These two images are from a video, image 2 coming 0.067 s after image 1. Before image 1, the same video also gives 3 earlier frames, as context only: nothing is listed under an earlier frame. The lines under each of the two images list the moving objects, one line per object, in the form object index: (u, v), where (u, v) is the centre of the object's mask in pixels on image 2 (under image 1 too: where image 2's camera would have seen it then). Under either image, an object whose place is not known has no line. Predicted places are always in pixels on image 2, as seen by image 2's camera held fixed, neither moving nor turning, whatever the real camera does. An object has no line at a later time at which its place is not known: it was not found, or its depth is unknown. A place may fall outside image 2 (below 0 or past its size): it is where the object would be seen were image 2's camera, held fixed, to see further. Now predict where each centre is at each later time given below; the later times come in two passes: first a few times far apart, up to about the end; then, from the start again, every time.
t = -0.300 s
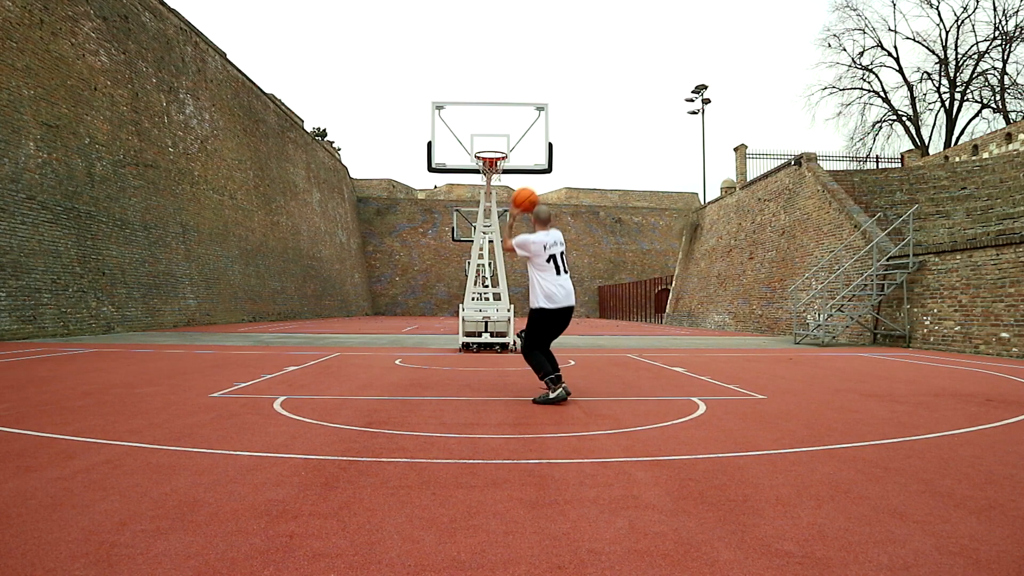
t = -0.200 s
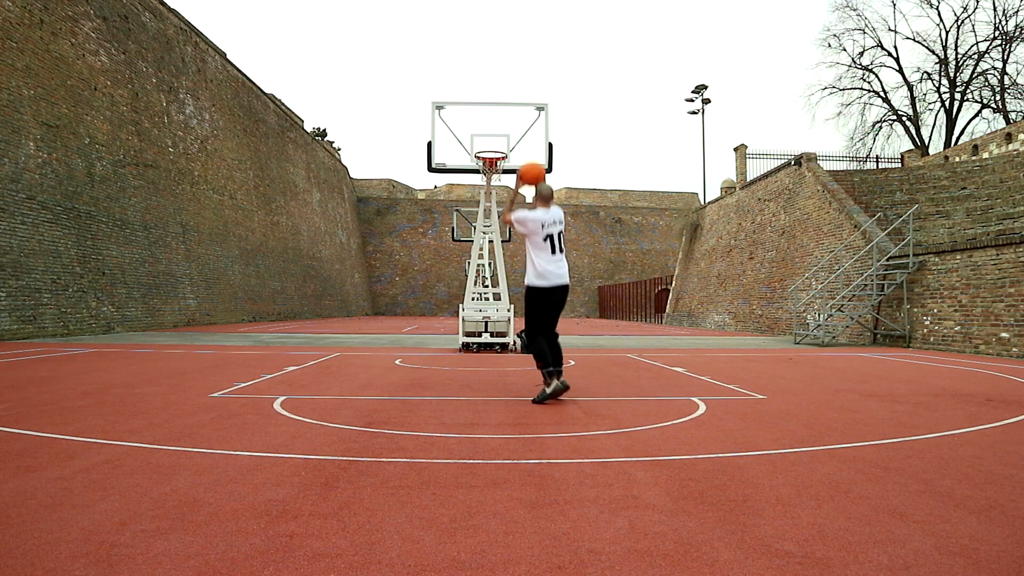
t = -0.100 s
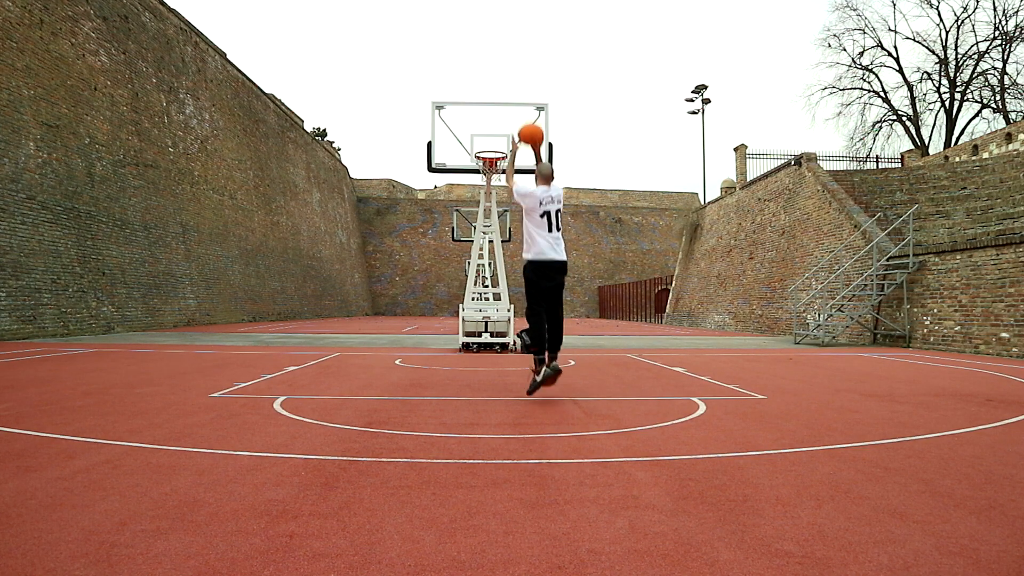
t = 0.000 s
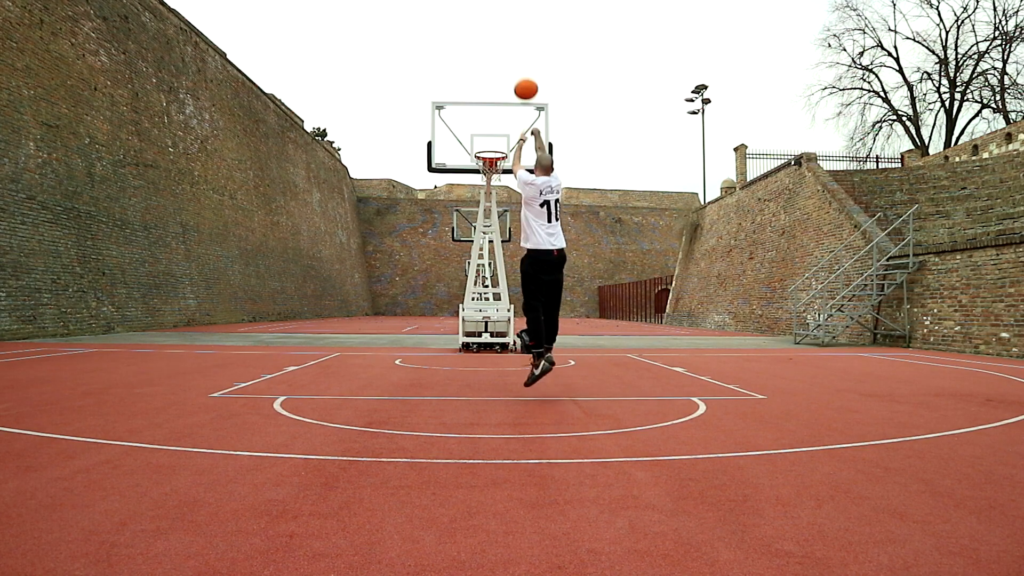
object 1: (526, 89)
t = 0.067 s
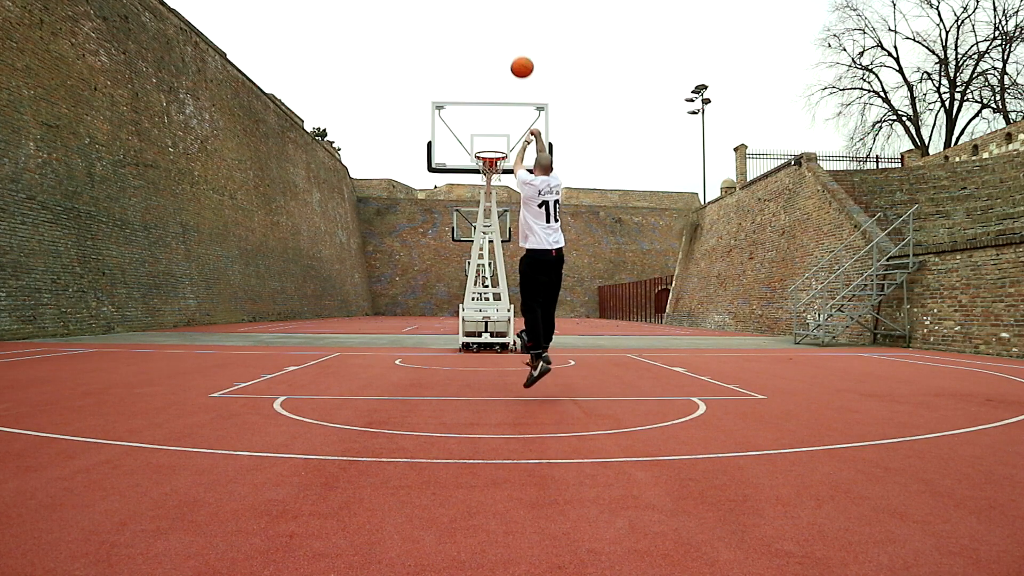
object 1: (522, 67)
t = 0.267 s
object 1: (512, 33)
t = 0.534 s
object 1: (503, 44)
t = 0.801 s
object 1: (496, 100)
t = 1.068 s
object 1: (494, 134)
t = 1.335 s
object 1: (497, 147)
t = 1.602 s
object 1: (483, 145)
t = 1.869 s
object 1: (490, 150)
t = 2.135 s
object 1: (498, 178)
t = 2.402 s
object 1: (500, 233)
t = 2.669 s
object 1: (503, 333)
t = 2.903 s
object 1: (500, 296)
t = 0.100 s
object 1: (520, 58)
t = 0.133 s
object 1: (519, 51)
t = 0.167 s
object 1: (517, 45)
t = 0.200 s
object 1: (515, 40)
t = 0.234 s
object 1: (514, 36)
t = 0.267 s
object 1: (512, 33)
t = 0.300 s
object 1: (511, 32)
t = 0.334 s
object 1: (510, 31)
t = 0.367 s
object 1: (508, 31)
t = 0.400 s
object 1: (507, 32)
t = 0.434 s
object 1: (506, 34)
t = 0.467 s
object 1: (505, 36)
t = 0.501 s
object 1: (504, 40)
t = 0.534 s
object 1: (503, 44)
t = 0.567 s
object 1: (502, 49)
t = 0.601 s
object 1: (501, 55)
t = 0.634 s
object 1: (500, 61)
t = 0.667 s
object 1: (499, 67)
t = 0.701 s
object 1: (498, 75)
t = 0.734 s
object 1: (497, 83)
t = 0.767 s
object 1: (496, 91)
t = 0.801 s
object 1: (496, 100)
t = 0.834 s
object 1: (495, 110)
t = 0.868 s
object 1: (494, 120)
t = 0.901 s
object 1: (493, 131)
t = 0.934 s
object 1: (493, 142)
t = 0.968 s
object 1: (493, 141)
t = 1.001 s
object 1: (493, 138)
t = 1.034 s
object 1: (494, 136)
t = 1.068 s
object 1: (494, 134)
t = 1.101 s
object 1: (494, 134)
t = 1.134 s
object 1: (495, 133)
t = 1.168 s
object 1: (495, 134)
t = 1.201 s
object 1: (495, 135)
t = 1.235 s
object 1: (496, 137)
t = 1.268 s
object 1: (496, 140)
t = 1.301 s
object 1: (497, 143)
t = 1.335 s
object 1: (497, 147)
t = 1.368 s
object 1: (497, 150)
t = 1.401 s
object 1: (495, 147)
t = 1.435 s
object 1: (493, 145)
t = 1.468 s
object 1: (491, 144)
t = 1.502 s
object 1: (489, 143)
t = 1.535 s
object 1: (487, 143)
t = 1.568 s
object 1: (485, 143)
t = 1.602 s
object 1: (483, 145)
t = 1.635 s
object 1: (481, 147)
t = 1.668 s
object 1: (481, 147)
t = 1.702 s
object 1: (482, 146)
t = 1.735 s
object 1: (484, 145)
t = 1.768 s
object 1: (485, 145)
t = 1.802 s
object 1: (486, 146)
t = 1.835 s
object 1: (488, 148)
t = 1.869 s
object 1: (490, 150)
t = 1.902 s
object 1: (491, 150)
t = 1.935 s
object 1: (492, 159)
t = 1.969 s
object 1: (494, 162)
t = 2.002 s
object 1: (496, 166)
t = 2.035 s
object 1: (496, 169)
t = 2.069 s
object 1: (497, 172)
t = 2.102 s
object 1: (497, 174)
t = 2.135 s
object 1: (498, 178)
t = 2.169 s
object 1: (498, 184)
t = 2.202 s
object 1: (498, 189)
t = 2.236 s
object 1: (499, 194)
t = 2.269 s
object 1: (499, 200)
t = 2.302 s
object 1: (499, 207)
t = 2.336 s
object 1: (500, 215)
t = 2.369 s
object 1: (500, 224)
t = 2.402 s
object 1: (500, 233)
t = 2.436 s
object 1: (501, 243)
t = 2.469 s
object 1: (502, 254)
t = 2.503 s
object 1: (502, 266)
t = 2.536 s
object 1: (502, 278)
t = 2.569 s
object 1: (502, 291)
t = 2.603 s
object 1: (503, 304)
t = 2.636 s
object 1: (503, 320)
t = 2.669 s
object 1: (503, 333)
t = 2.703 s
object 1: (503, 350)
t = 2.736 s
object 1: (503, 347)
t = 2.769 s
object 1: (502, 334)
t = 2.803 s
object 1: (502, 324)
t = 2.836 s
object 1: (501, 314)
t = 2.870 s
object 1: (501, 305)
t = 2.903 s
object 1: (500, 296)
